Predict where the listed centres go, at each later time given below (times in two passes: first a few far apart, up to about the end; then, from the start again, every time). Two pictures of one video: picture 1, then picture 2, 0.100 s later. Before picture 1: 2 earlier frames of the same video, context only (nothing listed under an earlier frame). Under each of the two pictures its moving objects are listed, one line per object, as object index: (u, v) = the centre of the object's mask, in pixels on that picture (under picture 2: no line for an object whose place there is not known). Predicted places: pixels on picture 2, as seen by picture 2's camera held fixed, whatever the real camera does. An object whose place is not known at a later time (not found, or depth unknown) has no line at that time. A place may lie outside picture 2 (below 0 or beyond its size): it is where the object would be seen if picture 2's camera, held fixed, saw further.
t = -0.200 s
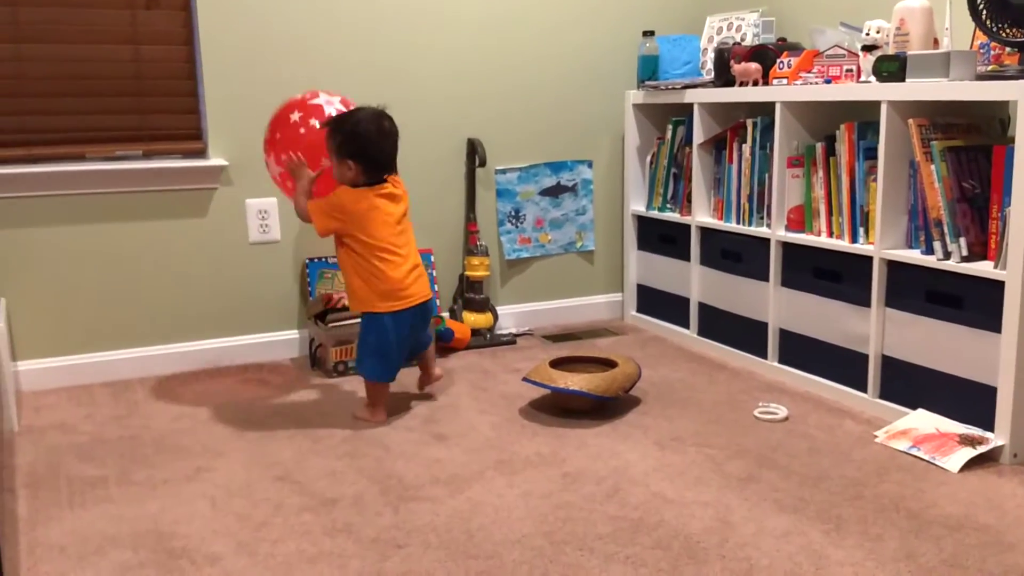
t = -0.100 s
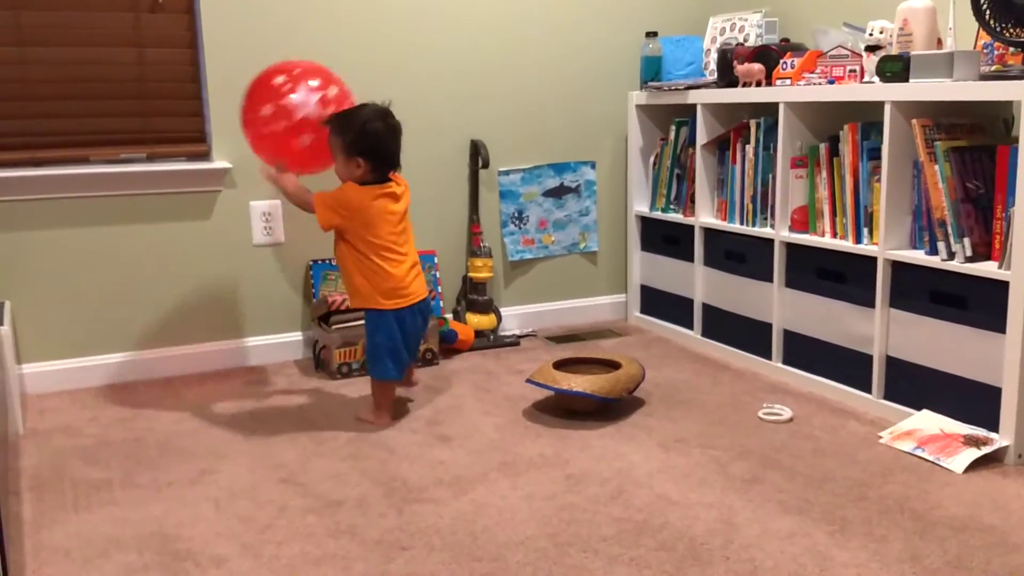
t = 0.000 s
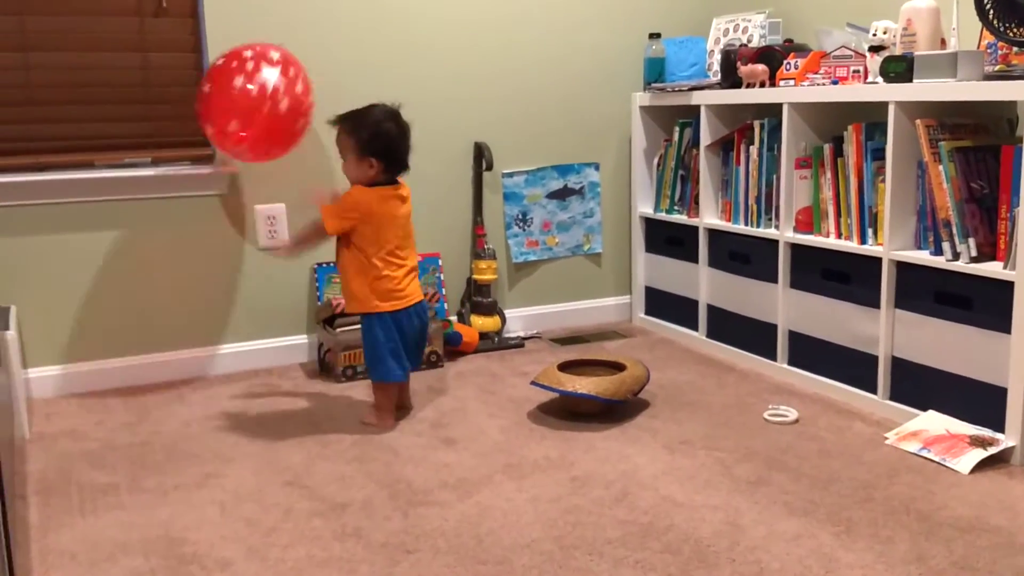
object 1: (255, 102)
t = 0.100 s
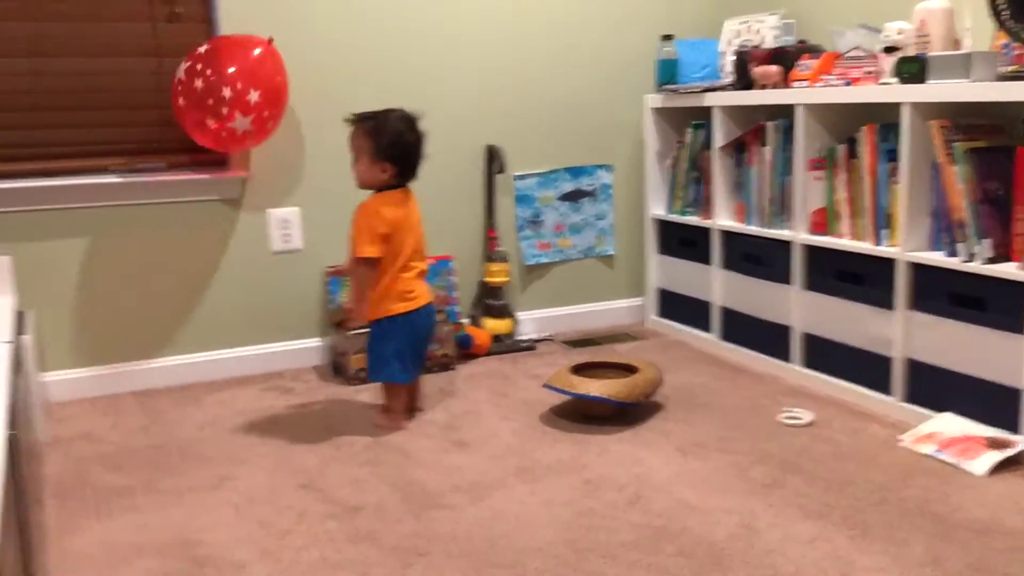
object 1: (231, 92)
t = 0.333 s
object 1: (189, 88)
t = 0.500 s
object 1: (170, 110)
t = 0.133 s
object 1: (223, 89)
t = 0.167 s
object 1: (216, 85)
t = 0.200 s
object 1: (209, 84)
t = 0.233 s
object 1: (203, 84)
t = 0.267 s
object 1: (198, 85)
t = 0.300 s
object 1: (194, 87)
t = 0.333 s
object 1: (189, 88)
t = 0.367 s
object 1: (185, 91)
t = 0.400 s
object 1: (181, 95)
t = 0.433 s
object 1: (177, 98)
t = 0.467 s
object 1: (173, 104)
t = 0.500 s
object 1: (170, 110)
